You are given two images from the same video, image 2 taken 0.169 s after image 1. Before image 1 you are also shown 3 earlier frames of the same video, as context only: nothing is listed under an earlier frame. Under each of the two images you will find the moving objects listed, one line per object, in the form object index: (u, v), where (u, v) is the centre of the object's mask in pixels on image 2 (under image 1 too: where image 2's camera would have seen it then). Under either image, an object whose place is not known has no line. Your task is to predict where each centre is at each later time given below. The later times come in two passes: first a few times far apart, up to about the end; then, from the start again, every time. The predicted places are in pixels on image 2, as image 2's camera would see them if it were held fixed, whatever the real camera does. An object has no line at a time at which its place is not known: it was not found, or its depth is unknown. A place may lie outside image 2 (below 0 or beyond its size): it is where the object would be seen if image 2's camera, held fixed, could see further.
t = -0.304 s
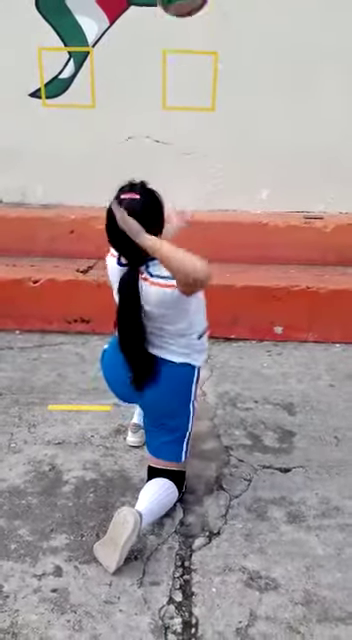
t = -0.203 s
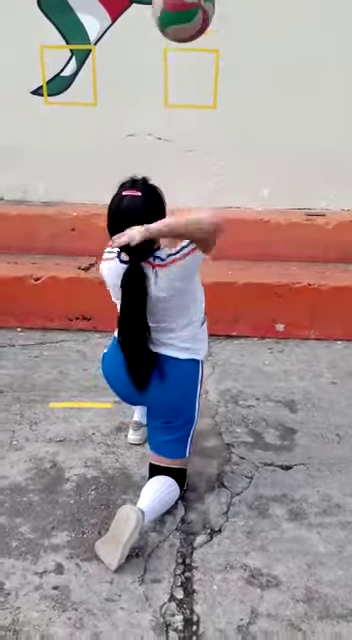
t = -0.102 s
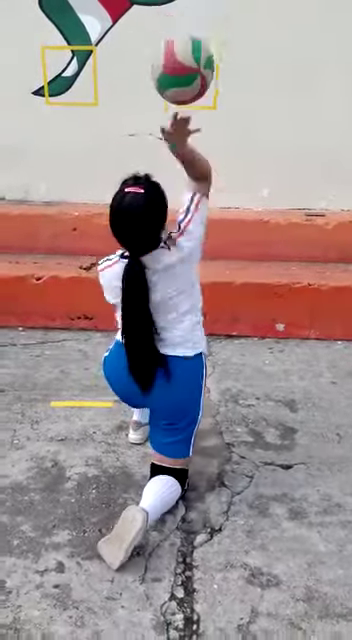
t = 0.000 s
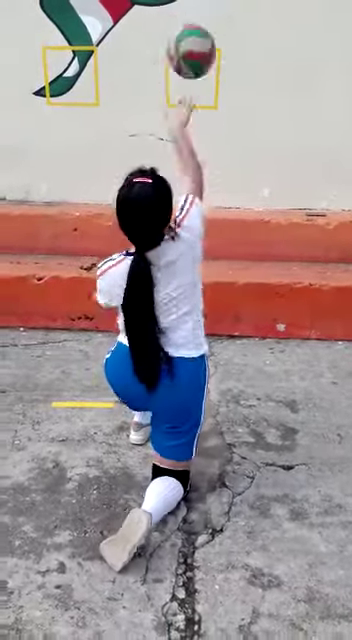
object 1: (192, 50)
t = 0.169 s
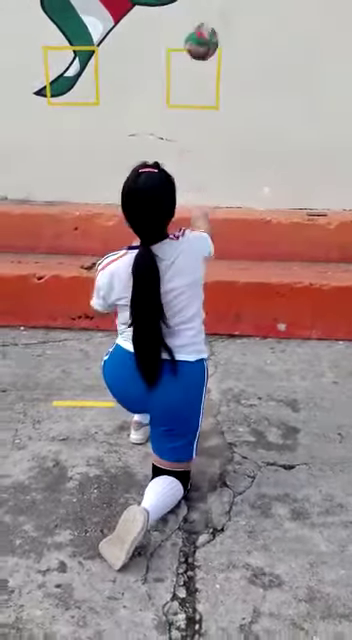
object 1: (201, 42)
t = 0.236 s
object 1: (204, 51)
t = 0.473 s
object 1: (223, 73)
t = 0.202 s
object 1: (203, 45)
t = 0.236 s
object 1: (204, 51)
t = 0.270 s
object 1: (205, 54)
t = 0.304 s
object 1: (208, 52)
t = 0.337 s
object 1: (211, 51)
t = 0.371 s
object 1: (213, 53)
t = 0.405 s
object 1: (216, 57)
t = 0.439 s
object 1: (220, 62)
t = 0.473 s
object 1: (223, 73)
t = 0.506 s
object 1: (227, 85)
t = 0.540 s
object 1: (231, 101)
